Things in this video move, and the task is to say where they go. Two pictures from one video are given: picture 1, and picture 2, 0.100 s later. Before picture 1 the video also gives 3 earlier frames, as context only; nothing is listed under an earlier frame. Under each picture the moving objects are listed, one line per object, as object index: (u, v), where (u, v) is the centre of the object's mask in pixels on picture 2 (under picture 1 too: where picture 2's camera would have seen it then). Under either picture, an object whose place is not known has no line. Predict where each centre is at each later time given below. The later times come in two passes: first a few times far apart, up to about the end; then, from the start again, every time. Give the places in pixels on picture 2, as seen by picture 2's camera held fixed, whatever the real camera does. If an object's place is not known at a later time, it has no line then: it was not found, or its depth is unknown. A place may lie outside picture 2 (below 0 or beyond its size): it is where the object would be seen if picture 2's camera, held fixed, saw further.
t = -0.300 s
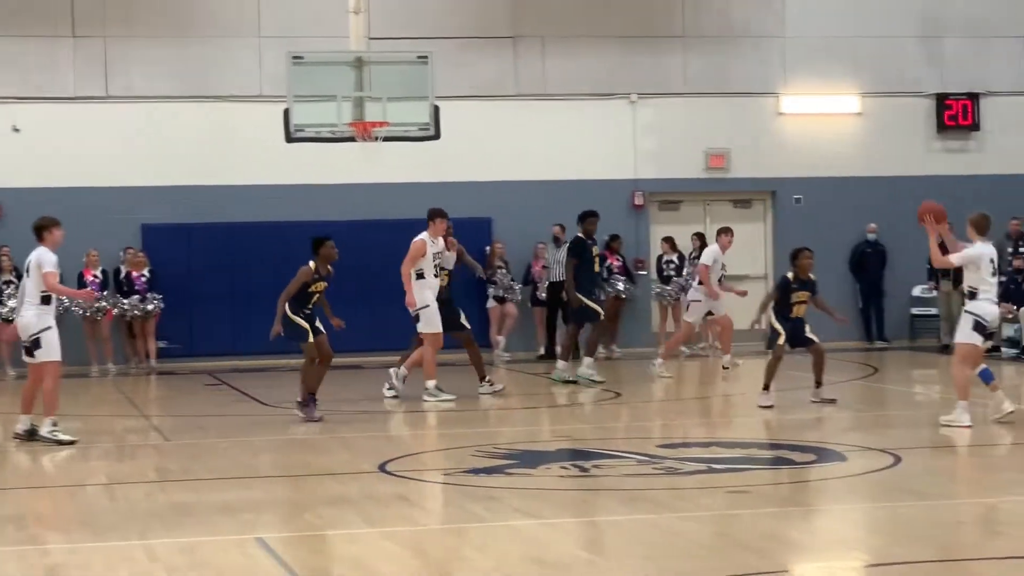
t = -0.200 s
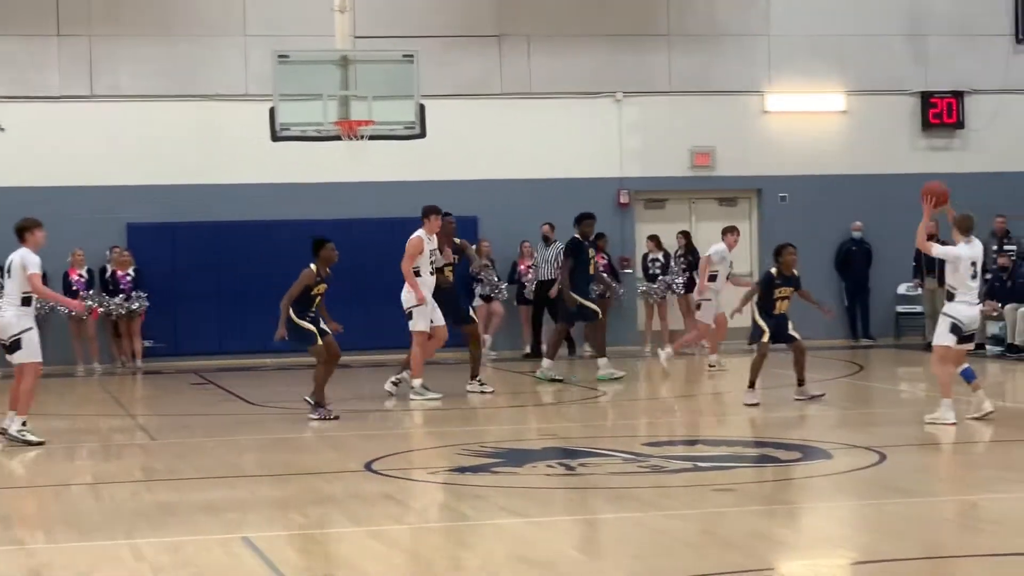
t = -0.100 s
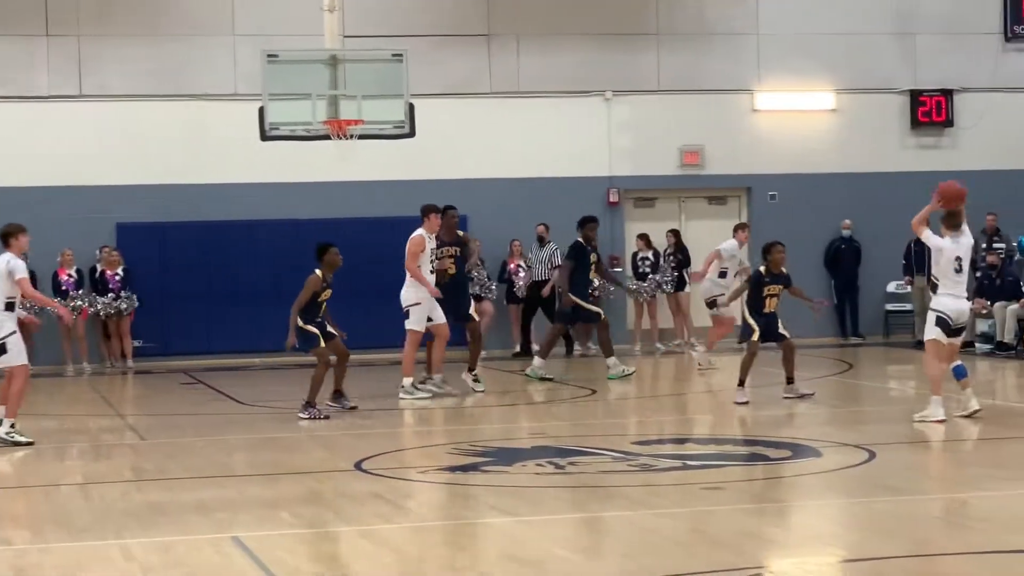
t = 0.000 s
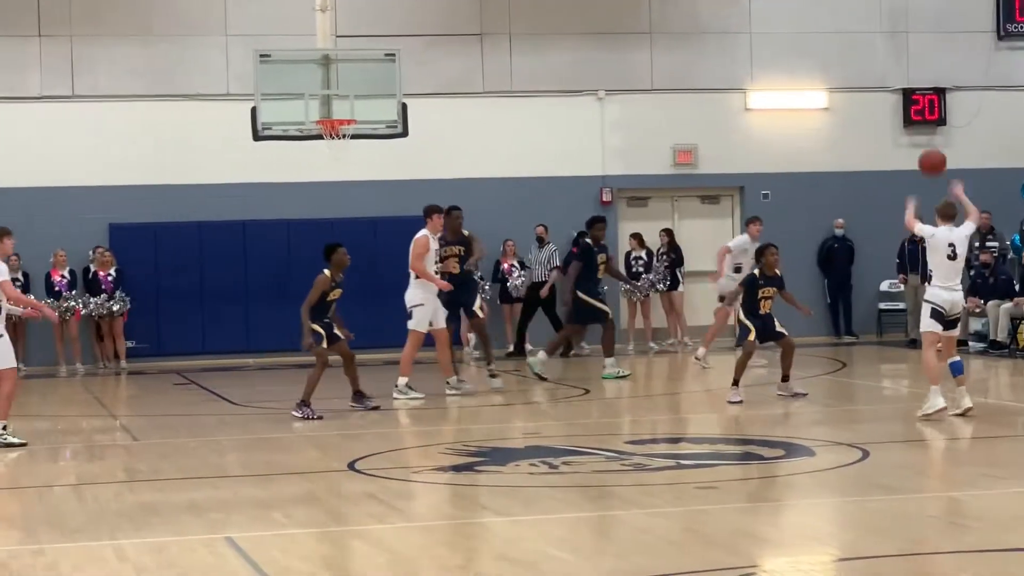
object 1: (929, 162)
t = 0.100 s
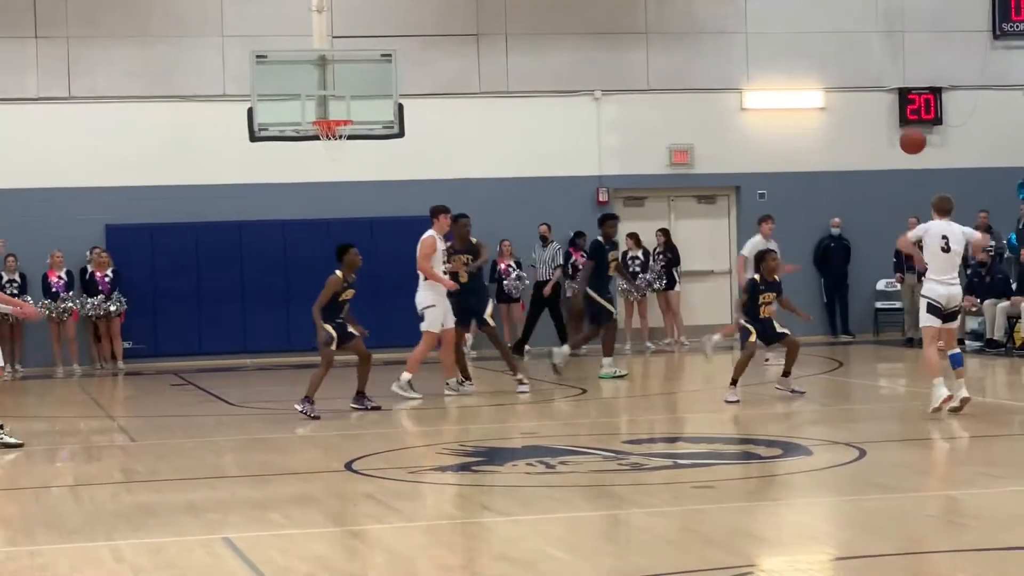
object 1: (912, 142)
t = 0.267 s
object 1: (891, 136)
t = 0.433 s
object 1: (875, 159)
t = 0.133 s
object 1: (908, 138)
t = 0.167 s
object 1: (903, 136)
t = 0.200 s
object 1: (898, 134)
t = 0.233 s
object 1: (894, 135)
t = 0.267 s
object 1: (891, 136)
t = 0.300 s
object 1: (887, 139)
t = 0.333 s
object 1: (884, 142)
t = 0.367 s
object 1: (881, 147)
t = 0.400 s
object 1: (878, 152)
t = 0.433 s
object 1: (875, 159)
